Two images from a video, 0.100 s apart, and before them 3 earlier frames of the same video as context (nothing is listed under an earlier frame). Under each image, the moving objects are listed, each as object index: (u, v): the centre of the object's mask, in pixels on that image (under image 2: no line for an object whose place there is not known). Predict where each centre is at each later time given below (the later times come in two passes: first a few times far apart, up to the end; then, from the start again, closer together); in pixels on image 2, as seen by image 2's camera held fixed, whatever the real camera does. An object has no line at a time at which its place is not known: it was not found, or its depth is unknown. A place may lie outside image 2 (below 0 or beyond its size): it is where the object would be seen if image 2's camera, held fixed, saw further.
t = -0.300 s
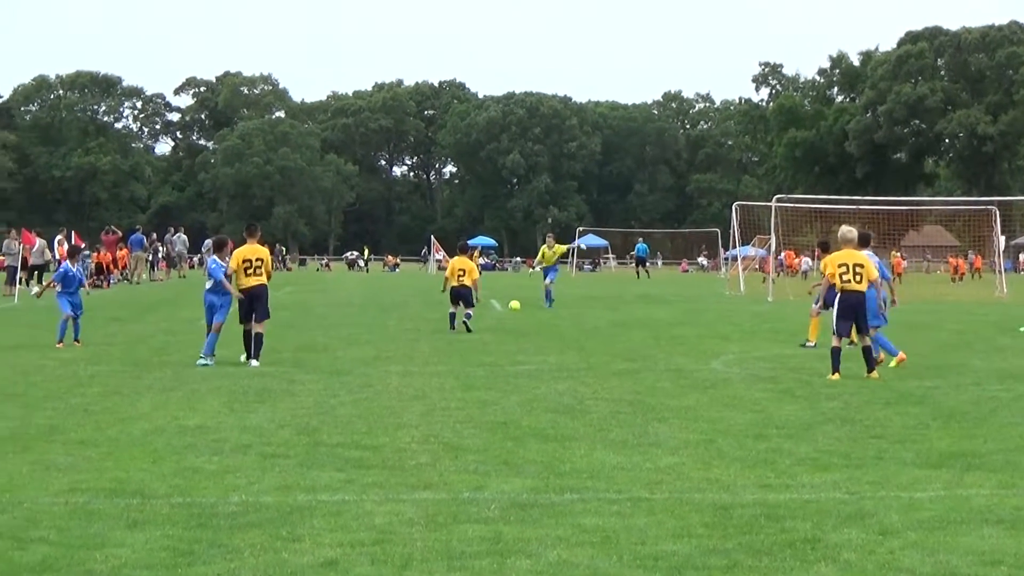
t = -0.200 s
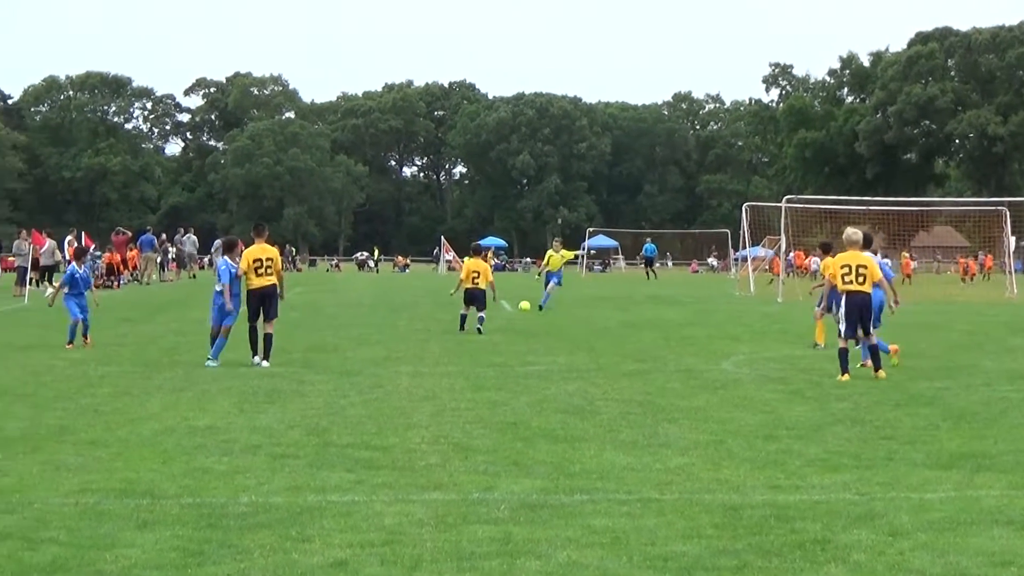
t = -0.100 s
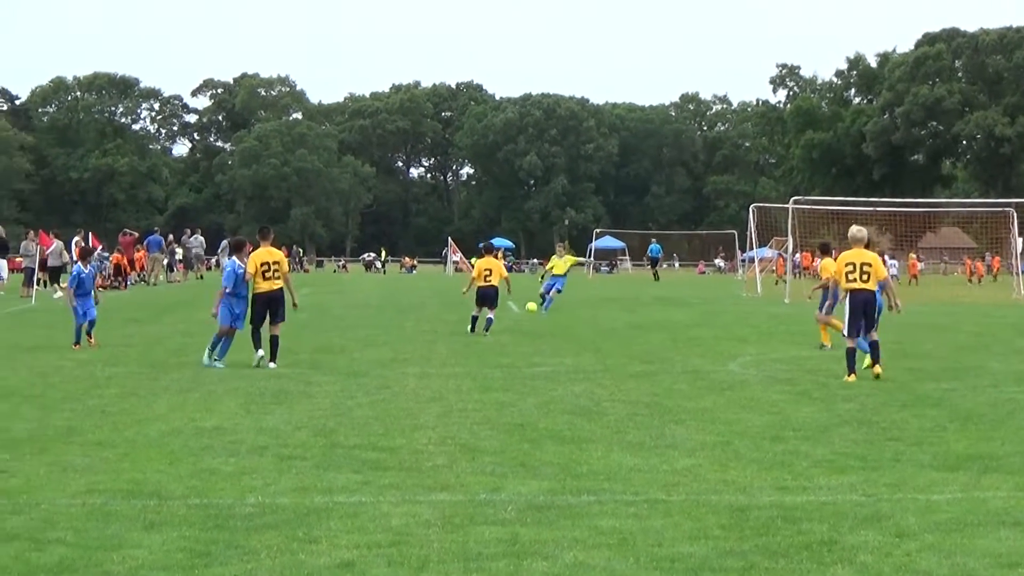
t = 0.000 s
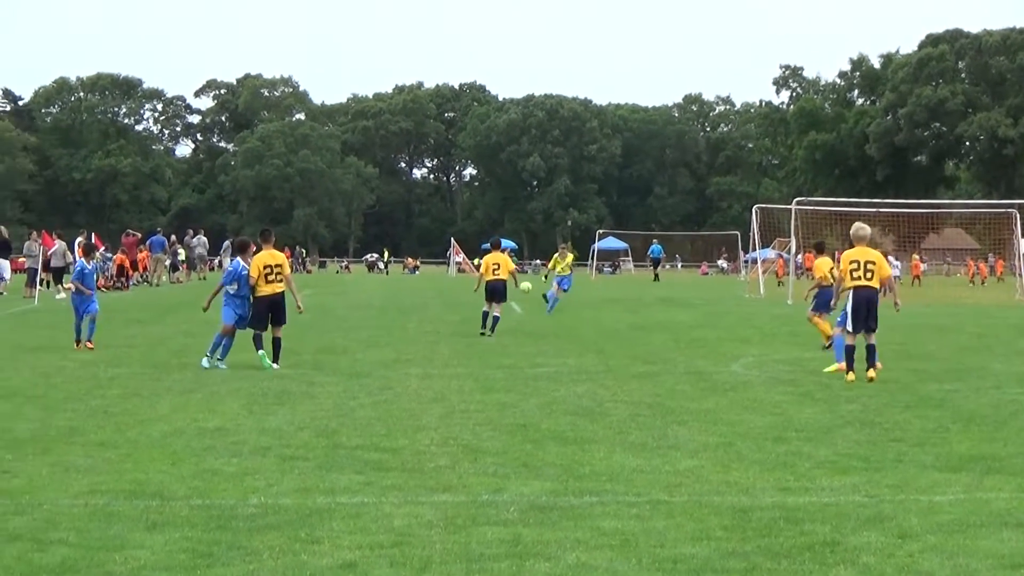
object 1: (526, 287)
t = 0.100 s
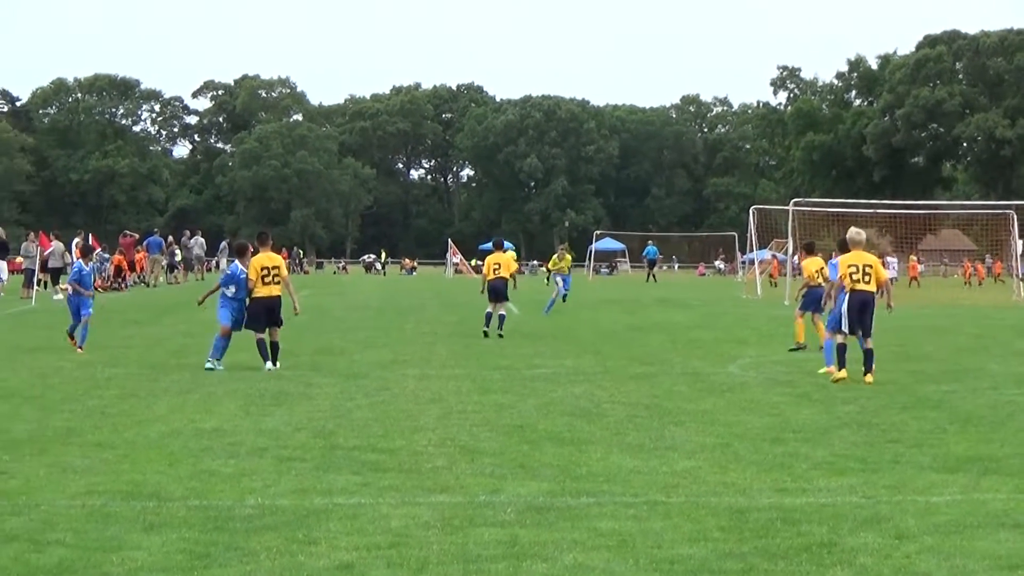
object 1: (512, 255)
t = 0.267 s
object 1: (491, 208)
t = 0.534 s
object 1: (460, 146)
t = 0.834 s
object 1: (426, 107)
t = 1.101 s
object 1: (396, 114)
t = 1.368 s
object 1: (365, 170)
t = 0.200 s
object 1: (498, 227)
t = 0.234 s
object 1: (494, 218)
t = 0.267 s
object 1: (491, 208)
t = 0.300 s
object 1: (487, 200)
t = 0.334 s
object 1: (483, 191)
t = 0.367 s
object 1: (479, 183)
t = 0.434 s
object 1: (472, 168)
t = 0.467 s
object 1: (468, 161)
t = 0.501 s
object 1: (464, 153)
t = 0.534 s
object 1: (460, 146)
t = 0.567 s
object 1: (457, 140)
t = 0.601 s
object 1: (453, 134)
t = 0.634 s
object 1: (449, 129)
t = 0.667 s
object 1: (445, 124)
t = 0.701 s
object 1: (441, 119)
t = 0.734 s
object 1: (438, 116)
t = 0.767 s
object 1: (434, 112)
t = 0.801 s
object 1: (430, 109)
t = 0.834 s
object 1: (426, 107)
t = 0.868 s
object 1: (422, 105)
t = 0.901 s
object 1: (418, 104)
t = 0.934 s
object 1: (414, 104)
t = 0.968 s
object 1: (410, 104)
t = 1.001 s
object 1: (407, 105)
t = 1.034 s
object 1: (403, 107)
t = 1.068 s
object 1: (399, 110)
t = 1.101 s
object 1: (396, 114)
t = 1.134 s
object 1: (392, 117)
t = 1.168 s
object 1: (388, 122)
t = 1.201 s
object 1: (385, 128)
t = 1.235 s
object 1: (381, 134)
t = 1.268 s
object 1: (377, 141)
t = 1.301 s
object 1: (373, 150)
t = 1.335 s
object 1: (369, 159)
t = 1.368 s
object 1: (365, 170)
